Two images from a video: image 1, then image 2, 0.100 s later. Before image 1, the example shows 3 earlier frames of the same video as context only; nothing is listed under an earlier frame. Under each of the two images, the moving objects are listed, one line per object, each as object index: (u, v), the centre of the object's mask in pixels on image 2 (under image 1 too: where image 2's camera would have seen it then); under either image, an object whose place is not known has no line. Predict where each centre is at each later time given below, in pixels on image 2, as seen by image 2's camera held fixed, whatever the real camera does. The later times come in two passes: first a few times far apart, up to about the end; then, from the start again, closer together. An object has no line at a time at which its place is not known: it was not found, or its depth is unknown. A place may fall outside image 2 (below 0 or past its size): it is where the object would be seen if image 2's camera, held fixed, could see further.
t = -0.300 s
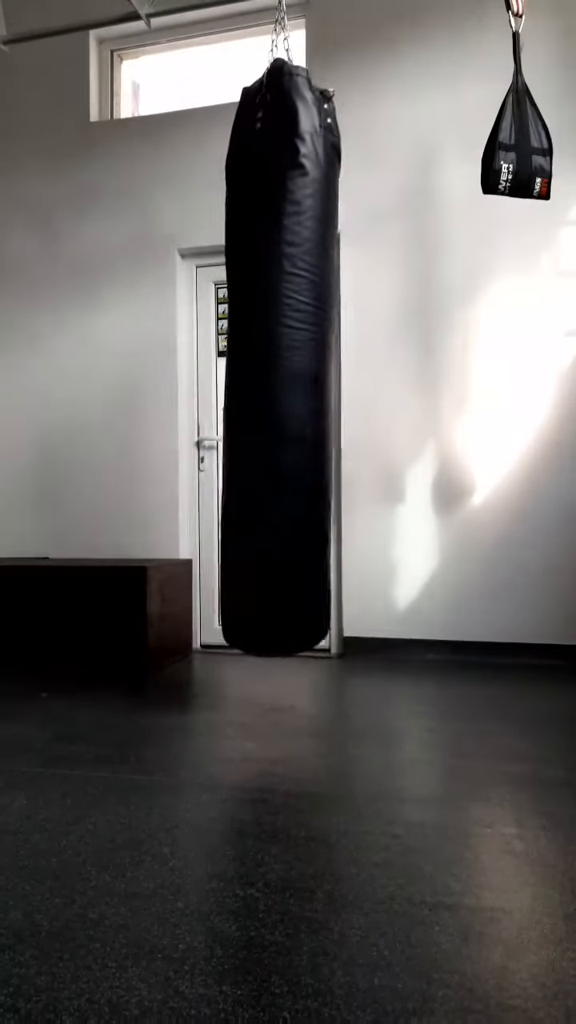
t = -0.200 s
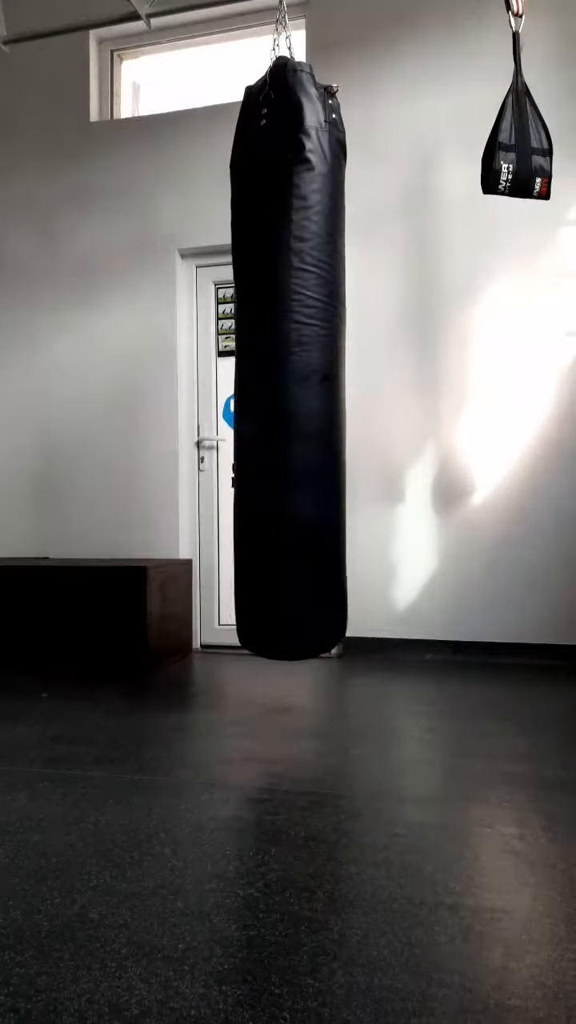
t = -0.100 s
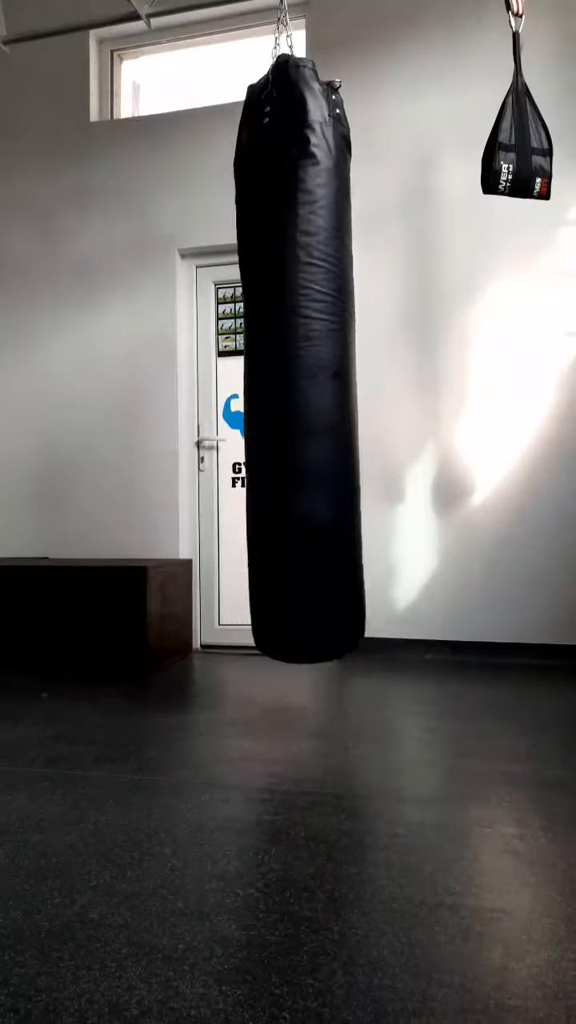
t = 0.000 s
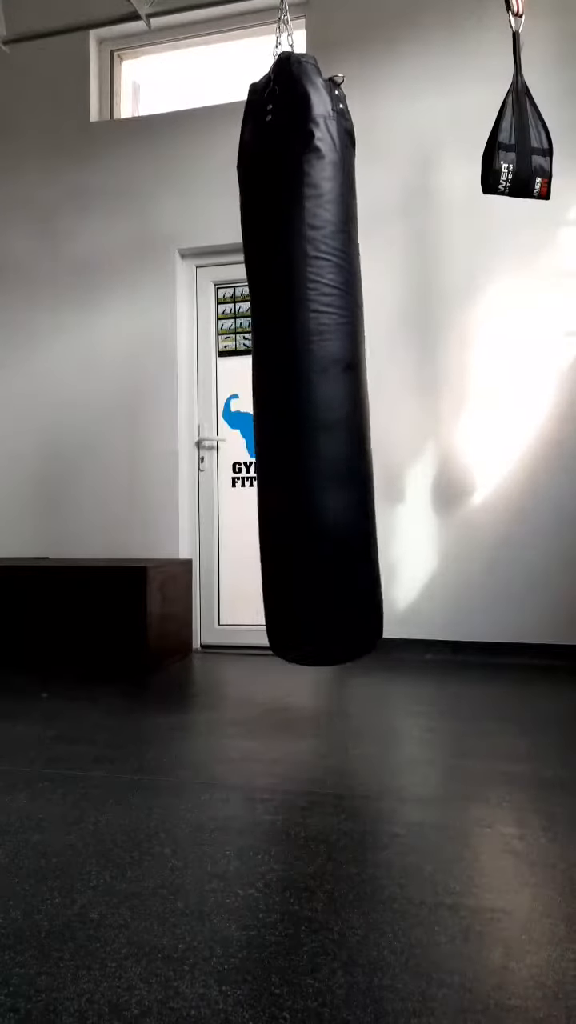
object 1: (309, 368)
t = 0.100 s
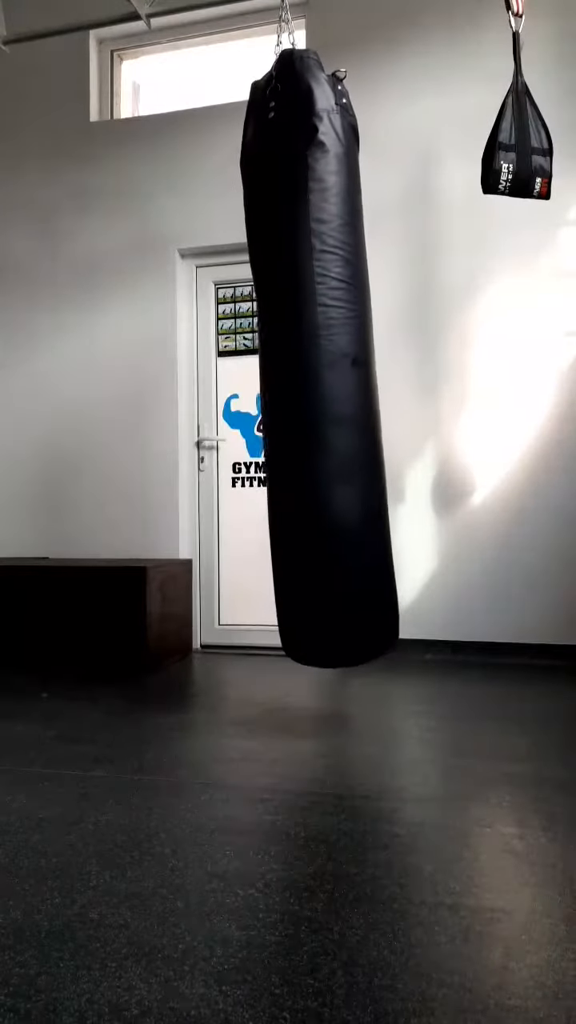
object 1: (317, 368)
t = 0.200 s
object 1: (324, 368)
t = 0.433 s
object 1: (330, 368)
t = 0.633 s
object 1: (322, 369)
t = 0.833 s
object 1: (305, 370)
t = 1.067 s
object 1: (280, 372)
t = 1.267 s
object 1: (261, 368)
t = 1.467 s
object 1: (249, 365)
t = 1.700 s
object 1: (247, 362)
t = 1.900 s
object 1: (254, 361)
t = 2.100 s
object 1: (267, 365)
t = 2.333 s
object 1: (289, 365)
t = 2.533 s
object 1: (308, 367)
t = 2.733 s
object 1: (323, 368)
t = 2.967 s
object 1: (329, 368)
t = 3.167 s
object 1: (321, 370)
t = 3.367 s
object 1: (304, 370)
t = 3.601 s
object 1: (279, 372)
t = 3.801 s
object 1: (261, 368)
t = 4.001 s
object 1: (250, 365)
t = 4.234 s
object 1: (247, 362)
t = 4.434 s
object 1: (255, 361)
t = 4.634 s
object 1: (268, 363)
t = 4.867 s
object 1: (290, 365)
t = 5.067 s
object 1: (308, 367)
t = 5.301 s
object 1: (324, 368)
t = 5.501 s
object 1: (328, 368)
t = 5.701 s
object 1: (320, 369)
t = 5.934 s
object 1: (300, 370)
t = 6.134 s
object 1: (279, 371)
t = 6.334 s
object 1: (261, 369)
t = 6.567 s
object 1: (249, 367)
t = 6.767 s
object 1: (248, 363)
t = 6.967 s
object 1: (256, 361)
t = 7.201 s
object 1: (272, 364)
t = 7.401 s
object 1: (290, 365)
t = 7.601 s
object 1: (308, 367)
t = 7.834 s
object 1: (323, 368)
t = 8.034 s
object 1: (327, 368)
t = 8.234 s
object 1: (319, 369)
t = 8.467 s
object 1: (299, 371)
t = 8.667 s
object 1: (278, 371)
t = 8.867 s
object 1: (260, 369)
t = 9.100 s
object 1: (250, 364)
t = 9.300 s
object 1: (249, 363)
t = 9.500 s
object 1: (257, 362)
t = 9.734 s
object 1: (273, 363)
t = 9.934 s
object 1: (291, 365)
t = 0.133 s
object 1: (320, 368)
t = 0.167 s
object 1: (322, 368)
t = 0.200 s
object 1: (324, 368)
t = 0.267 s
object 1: (328, 367)
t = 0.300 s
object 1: (329, 368)
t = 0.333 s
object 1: (330, 368)
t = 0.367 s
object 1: (330, 368)
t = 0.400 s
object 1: (330, 368)
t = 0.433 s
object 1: (330, 368)
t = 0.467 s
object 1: (330, 368)
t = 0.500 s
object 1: (329, 368)
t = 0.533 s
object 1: (328, 369)
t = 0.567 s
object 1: (326, 369)
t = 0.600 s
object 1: (324, 369)
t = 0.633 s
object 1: (322, 369)
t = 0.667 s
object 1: (320, 369)
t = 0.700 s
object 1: (317, 370)
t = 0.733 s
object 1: (315, 370)
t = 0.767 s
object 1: (312, 370)
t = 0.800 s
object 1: (308, 370)
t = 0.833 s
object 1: (305, 370)
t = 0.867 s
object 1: (302, 370)
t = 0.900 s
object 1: (298, 370)
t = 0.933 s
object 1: (294, 371)
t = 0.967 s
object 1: (290, 370)
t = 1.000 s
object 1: (287, 370)
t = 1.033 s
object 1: (283, 371)
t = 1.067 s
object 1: (280, 372)
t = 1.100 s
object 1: (276, 370)
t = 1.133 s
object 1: (272, 370)
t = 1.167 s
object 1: (269, 370)
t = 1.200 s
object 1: (266, 369)
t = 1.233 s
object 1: (263, 369)
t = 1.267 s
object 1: (261, 368)
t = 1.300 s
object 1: (259, 367)
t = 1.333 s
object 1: (256, 367)
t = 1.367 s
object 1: (254, 366)
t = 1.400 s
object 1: (252, 365)
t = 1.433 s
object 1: (251, 365)
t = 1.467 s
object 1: (249, 365)
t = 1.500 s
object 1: (248, 364)
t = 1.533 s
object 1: (247, 364)
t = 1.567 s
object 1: (247, 363)
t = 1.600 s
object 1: (246, 363)
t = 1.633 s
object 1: (246, 363)
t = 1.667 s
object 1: (246, 362)
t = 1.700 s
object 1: (247, 362)
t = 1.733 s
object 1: (247, 362)
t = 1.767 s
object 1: (248, 361)
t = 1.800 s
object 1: (250, 361)
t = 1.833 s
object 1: (251, 361)
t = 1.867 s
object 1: (252, 361)
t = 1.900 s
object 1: (254, 361)
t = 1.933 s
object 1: (256, 361)
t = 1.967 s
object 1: (258, 363)
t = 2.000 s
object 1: (260, 364)
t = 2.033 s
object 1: (262, 364)
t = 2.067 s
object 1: (265, 364)
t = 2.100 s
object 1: (267, 365)
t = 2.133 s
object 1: (271, 365)
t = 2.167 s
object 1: (273, 364)
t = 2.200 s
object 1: (276, 364)
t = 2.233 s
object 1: (279, 364)
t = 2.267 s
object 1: (283, 365)
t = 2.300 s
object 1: (286, 365)
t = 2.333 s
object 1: (289, 365)
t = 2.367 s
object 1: (293, 365)
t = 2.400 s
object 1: (296, 366)
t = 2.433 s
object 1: (299, 366)
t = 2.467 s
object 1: (302, 367)
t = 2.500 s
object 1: (305, 367)
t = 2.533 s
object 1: (308, 367)
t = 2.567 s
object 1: (311, 367)
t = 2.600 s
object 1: (314, 368)
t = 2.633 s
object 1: (316, 368)
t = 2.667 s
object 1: (319, 368)
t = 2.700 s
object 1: (321, 368)
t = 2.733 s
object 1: (323, 368)
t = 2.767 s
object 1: (325, 368)
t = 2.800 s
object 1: (326, 368)
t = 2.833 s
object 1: (328, 367)
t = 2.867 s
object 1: (328, 368)
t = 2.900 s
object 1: (329, 368)
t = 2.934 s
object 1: (329, 368)
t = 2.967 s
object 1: (329, 368)
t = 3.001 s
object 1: (328, 368)
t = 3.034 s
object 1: (328, 368)
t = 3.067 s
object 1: (326, 369)
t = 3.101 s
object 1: (325, 369)
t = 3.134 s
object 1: (323, 369)
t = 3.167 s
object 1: (321, 370)
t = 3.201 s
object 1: (319, 369)
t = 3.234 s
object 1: (316, 370)
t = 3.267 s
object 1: (314, 369)
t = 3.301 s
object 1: (310, 370)
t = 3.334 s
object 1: (307, 370)
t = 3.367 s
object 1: (304, 370)
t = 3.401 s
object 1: (301, 370)
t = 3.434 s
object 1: (297, 370)
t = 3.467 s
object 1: (293, 370)
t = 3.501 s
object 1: (290, 371)
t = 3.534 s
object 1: (286, 371)
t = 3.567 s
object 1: (282, 371)
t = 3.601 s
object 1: (279, 372)
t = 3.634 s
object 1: (274, 370)
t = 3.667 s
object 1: (271, 370)
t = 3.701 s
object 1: (269, 370)
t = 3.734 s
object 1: (266, 370)
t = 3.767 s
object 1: (263, 369)
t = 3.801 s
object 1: (261, 368)
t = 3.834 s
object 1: (259, 367)
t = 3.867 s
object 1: (257, 367)
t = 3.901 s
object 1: (255, 366)
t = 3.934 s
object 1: (253, 365)
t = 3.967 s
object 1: (251, 365)
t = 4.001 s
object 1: (250, 365)
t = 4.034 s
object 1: (249, 364)
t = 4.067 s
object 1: (248, 364)
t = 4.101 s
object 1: (247, 364)
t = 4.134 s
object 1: (247, 363)
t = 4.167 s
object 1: (247, 363)
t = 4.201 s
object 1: (247, 363)
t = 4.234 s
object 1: (247, 362)
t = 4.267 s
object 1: (248, 362)
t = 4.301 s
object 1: (249, 362)
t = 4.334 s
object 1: (250, 362)
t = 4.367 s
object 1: (252, 361)
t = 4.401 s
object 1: (253, 361)
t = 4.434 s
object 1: (255, 361)
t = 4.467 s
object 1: (257, 362)
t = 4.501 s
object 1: (259, 362)
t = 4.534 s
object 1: (261, 362)
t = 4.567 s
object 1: (263, 363)
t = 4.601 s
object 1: (266, 363)
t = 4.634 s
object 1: (268, 363)
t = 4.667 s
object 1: (271, 363)
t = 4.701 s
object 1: (274, 364)
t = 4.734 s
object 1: (277, 364)
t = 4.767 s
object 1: (280, 364)
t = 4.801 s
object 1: (284, 364)
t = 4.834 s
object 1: (287, 365)
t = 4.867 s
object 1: (290, 365)
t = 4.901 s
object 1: (293, 366)
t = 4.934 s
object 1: (296, 366)
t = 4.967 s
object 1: (299, 366)
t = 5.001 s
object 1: (302, 366)
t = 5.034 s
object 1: (305, 367)
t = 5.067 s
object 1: (308, 367)
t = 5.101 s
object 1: (311, 368)
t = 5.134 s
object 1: (313, 368)
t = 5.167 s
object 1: (316, 368)
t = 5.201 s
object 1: (318, 368)
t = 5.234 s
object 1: (320, 368)
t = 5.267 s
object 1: (322, 368)
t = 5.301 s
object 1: (324, 368)
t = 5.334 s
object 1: (326, 368)
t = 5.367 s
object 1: (327, 367)
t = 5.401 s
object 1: (328, 367)
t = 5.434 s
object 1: (328, 368)
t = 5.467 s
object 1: (328, 368)
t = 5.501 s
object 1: (328, 368)
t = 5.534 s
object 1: (327, 368)
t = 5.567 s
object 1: (327, 368)
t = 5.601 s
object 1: (325, 369)
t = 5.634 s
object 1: (324, 369)
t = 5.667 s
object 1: (322, 369)
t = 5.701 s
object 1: (320, 369)
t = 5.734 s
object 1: (318, 369)
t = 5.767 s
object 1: (315, 370)
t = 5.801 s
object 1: (313, 370)
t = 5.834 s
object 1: (310, 370)
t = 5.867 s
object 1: (307, 370)
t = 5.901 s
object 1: (303, 370)
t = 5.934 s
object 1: (300, 370)
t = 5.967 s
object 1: (296, 370)
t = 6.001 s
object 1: (293, 371)
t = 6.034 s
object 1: (289, 370)
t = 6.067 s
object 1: (286, 371)
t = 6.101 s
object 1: (282, 371)
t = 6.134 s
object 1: (279, 371)
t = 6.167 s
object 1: (275, 370)
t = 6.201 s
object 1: (272, 370)
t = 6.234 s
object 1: (269, 370)
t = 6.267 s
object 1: (266, 369)
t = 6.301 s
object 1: (263, 369)
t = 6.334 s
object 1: (261, 369)
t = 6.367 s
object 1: (259, 368)
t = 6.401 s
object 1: (257, 367)
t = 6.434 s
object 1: (255, 366)
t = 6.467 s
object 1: (253, 367)
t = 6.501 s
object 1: (251, 367)
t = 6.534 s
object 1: (250, 366)
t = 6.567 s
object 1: (249, 367)
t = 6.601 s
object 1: (248, 365)
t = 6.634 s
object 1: (248, 363)
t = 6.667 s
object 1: (248, 363)
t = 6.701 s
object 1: (248, 363)
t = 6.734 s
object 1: (248, 363)
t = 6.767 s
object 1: (248, 363)
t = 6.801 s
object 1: (249, 362)
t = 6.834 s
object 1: (250, 362)
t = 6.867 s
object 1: (251, 362)
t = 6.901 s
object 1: (253, 362)
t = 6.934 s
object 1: (254, 362)
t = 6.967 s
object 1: (256, 361)
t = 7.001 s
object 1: (258, 362)
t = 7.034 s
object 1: (260, 362)
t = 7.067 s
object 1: (262, 362)
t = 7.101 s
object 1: (264, 362)
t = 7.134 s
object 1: (266, 362)
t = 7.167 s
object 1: (269, 363)
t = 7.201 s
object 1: (272, 364)
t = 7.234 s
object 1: (275, 363)
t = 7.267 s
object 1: (277, 367)
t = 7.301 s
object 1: (281, 364)
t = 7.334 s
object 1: (284, 365)
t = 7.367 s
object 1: (287, 364)
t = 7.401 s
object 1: (290, 365)
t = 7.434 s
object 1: (293, 365)
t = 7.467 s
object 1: (296, 366)
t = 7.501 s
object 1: (299, 366)
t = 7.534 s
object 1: (302, 366)
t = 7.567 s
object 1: (305, 367)
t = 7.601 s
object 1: (308, 367)
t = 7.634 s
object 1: (311, 367)
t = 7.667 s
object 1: (313, 367)
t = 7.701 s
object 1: (315, 368)
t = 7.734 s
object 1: (318, 368)
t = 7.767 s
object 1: (320, 367)
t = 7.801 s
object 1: (322, 367)
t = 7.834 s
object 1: (323, 368)
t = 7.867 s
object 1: (325, 368)
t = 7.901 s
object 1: (326, 368)
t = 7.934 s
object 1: (326, 368)
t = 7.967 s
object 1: (327, 367)
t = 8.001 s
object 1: (327, 368)
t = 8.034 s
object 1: (327, 368)
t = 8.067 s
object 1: (326, 368)
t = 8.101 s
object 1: (325, 368)
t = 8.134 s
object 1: (324, 369)
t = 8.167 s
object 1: (323, 369)
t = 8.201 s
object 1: (321, 369)
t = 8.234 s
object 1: (319, 369)
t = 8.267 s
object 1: (317, 369)
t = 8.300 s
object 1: (314, 369)
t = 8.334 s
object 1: (312, 370)
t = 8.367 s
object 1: (309, 370)
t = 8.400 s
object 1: (306, 370)
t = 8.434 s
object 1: (302, 370)
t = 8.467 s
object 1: (299, 371)
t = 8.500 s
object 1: (296, 370)
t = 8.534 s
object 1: (292, 370)
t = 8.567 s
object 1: (288, 371)
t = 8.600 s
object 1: (285, 371)
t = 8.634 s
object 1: (282, 371)
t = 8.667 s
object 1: (278, 371)
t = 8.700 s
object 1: (274, 370)
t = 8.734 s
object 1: (271, 371)
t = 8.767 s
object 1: (268, 370)
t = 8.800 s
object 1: (266, 369)
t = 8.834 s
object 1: (263, 369)
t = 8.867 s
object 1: (260, 369)
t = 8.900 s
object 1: (258, 368)
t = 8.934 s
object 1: (256, 368)
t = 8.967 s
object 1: (254, 368)
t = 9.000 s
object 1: (253, 367)
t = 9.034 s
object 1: (251, 365)
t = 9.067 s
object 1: (251, 365)
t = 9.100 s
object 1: (250, 364)
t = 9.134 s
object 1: (249, 364)
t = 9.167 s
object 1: (249, 364)
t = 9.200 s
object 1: (248, 363)
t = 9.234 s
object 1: (248, 363)
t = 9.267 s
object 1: (249, 363)
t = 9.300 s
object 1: (249, 363)
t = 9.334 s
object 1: (250, 362)
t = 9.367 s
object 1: (251, 362)
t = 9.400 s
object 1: (252, 362)
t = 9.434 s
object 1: (253, 362)
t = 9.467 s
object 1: (255, 362)
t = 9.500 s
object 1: (257, 362)
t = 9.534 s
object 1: (258, 362)
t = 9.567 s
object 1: (260, 362)
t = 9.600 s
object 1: (263, 362)
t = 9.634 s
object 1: (265, 362)
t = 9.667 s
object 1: (267, 363)
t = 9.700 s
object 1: (270, 363)
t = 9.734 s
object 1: (273, 363)
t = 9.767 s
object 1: (275, 363)
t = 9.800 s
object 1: (278, 364)
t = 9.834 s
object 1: (281, 364)
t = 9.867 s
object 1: (285, 364)
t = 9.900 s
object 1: (288, 364)
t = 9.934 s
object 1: (291, 365)
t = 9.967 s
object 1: (294, 365)
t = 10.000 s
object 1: (297, 365)
